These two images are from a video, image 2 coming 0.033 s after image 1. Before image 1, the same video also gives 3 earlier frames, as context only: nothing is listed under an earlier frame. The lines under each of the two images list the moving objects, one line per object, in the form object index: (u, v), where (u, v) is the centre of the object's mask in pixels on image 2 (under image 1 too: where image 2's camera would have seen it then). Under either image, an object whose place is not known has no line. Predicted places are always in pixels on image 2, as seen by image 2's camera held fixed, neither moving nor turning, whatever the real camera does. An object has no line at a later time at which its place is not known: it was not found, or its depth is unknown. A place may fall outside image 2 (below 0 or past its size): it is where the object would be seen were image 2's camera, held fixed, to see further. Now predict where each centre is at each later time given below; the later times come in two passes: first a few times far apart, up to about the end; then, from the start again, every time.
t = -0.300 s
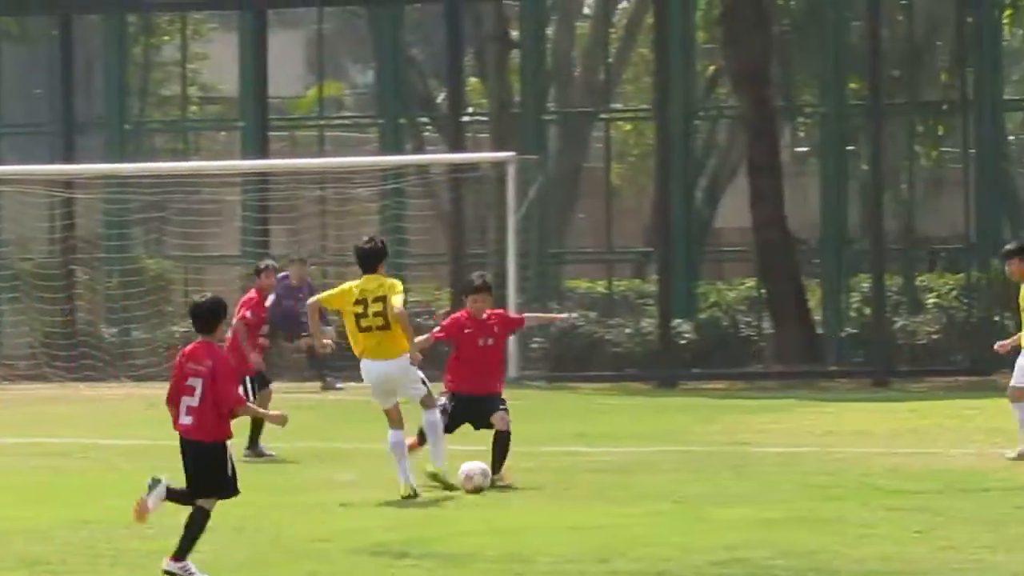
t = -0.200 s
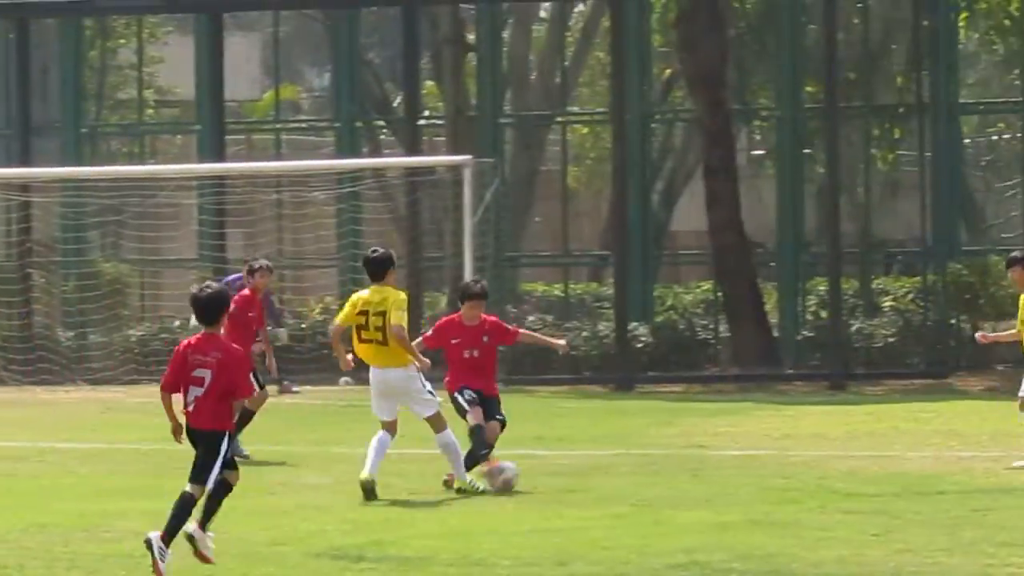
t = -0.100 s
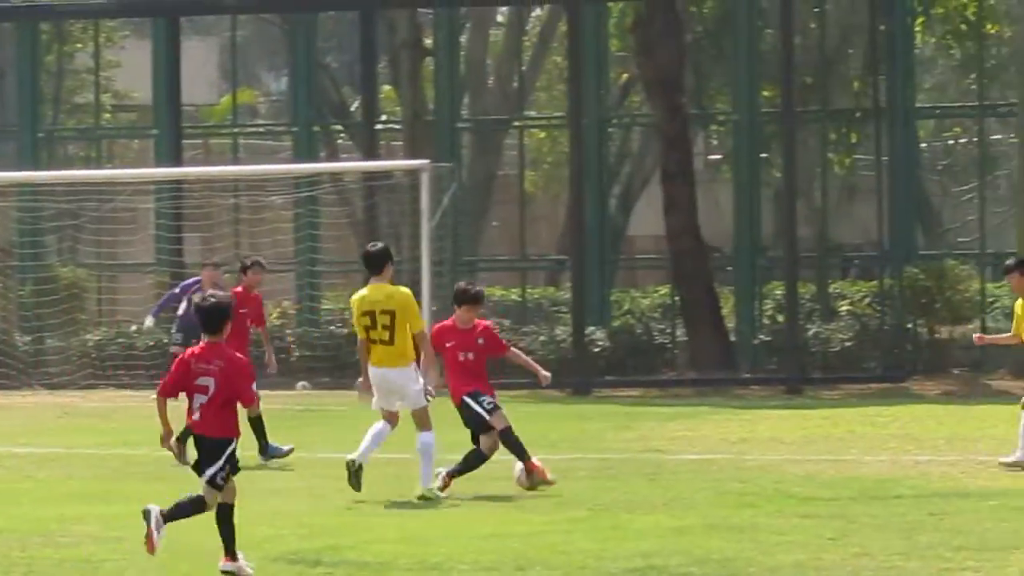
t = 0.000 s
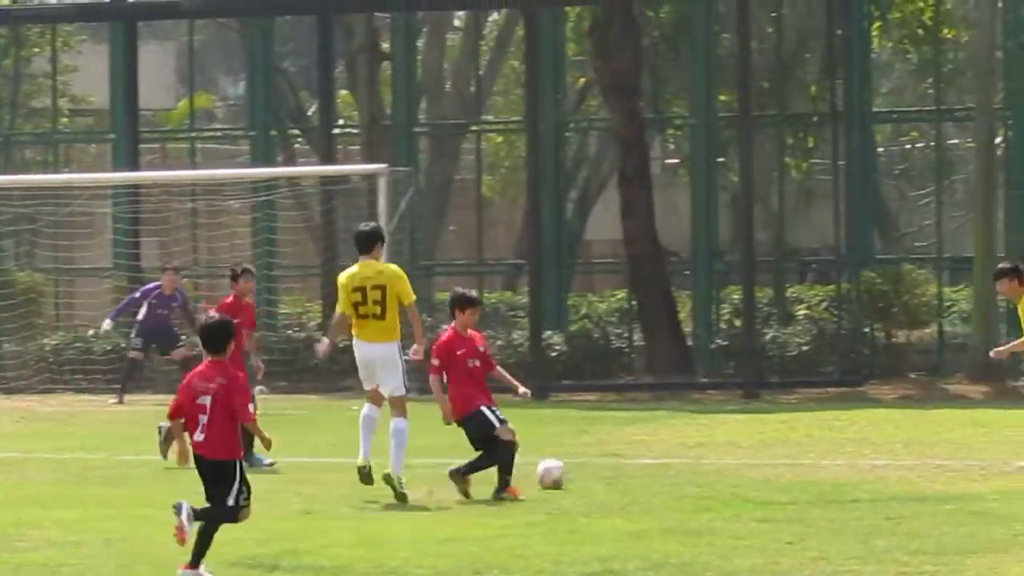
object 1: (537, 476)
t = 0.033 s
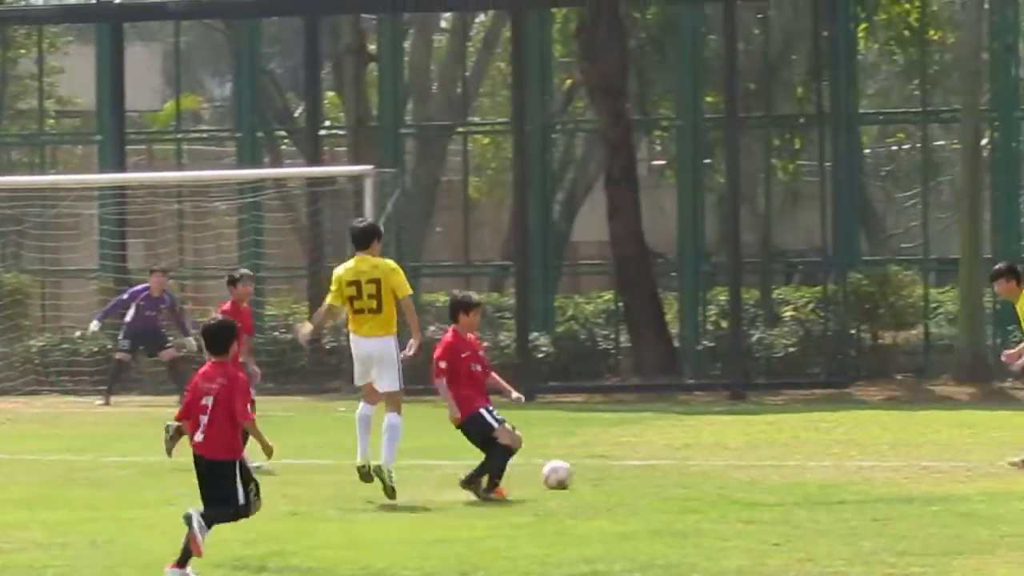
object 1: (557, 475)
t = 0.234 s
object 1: (670, 465)
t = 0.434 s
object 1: (774, 457)
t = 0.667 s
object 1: (886, 448)
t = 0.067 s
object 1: (576, 473)
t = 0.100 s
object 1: (596, 471)
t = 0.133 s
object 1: (615, 470)
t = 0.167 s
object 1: (634, 469)
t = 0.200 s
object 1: (652, 467)
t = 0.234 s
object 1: (670, 465)
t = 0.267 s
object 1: (688, 465)
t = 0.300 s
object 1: (706, 462)
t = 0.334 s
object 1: (724, 458)
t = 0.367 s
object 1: (740, 456)
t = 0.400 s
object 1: (758, 456)
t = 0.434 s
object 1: (774, 457)
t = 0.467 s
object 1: (792, 458)
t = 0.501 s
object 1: (807, 453)
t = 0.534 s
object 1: (823, 448)
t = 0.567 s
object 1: (838, 446)
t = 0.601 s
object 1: (854, 445)
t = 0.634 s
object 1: (870, 445)
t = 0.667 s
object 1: (886, 448)
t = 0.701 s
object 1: (900, 447)
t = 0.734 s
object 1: (914, 441)
